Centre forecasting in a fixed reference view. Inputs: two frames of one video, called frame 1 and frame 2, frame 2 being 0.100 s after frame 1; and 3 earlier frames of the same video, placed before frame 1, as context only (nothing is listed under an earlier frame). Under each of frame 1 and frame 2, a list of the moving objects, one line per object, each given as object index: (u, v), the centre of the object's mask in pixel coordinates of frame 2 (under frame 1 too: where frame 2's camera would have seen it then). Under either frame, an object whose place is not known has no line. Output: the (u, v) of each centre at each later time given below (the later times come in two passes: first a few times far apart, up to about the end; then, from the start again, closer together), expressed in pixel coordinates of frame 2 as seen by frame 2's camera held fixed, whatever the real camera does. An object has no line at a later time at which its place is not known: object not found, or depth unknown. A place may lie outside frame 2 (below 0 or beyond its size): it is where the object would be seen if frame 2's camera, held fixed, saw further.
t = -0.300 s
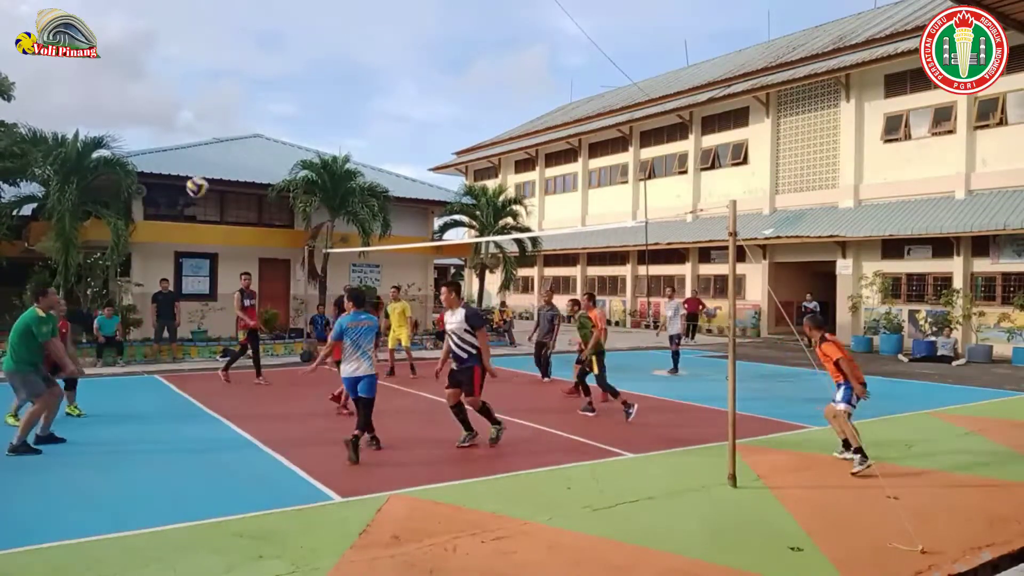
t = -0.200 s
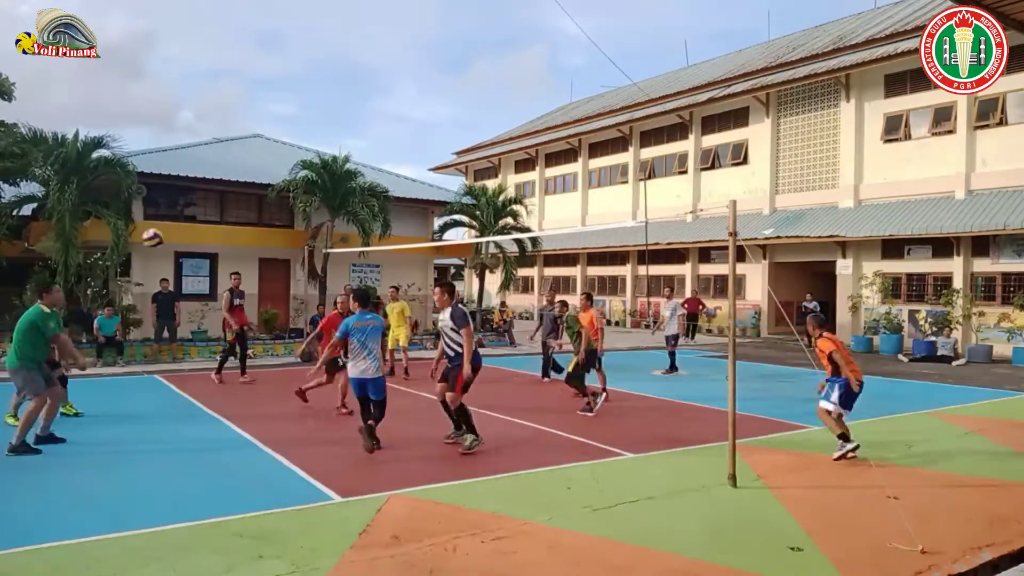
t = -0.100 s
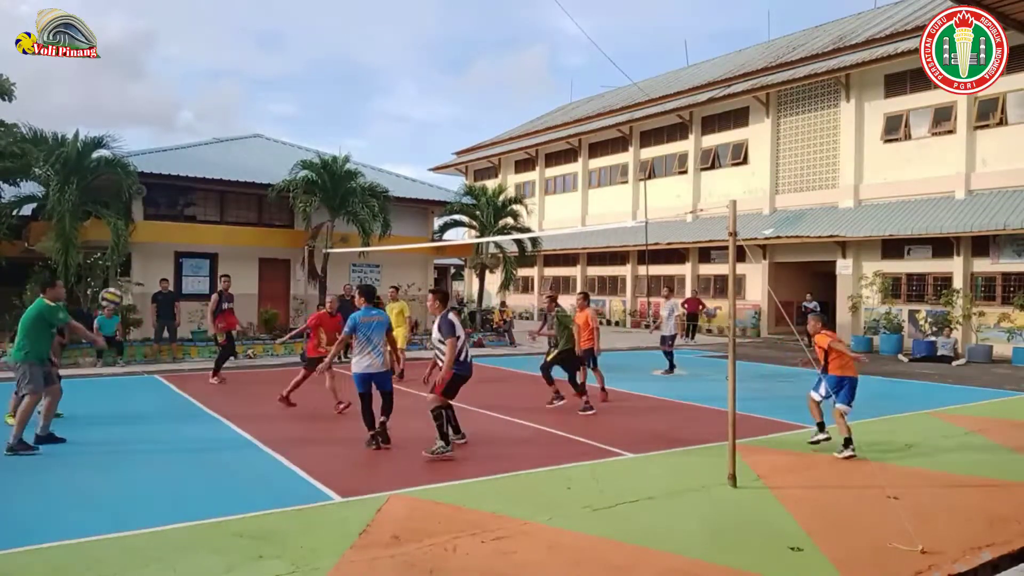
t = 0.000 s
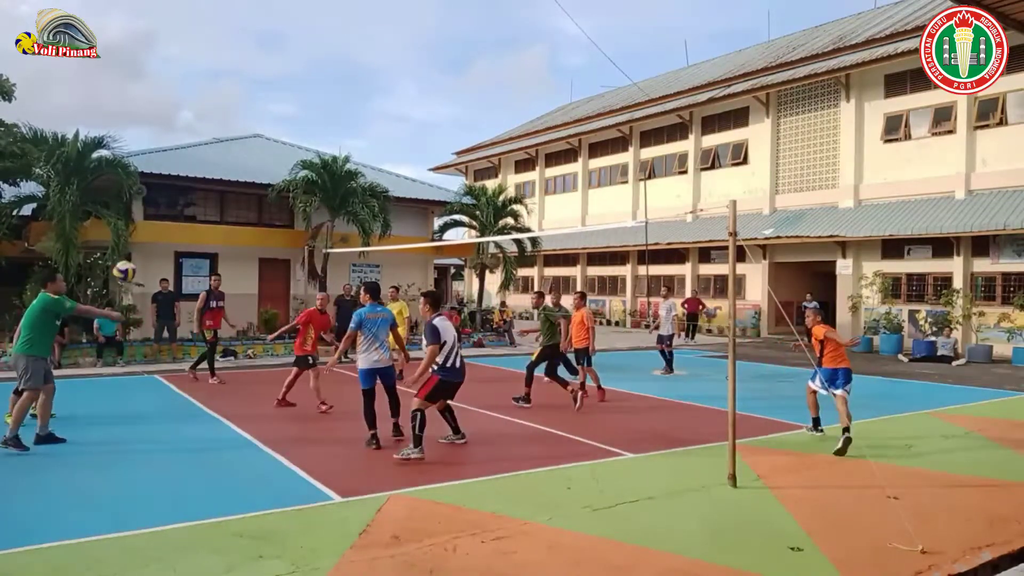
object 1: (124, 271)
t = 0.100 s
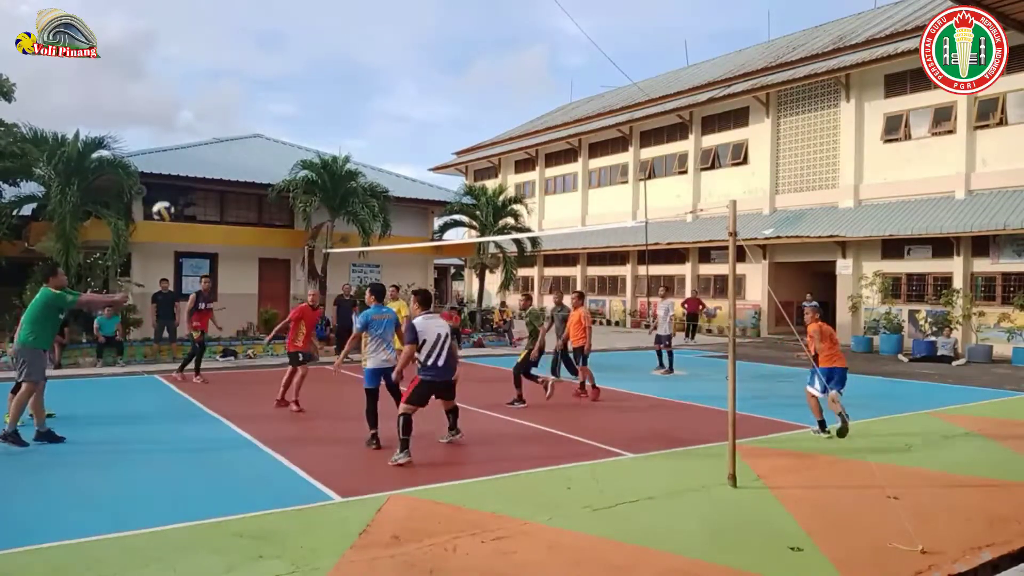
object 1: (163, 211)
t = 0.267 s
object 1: (223, 138)
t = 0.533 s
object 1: (309, 84)
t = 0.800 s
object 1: (384, 94)
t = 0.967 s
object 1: (425, 128)
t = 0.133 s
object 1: (175, 194)
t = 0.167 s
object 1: (187, 179)
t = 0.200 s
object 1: (199, 164)
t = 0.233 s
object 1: (211, 150)
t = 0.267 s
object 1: (223, 138)
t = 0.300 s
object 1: (234, 128)
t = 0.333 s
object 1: (246, 119)
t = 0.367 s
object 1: (257, 110)
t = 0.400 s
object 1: (267, 102)
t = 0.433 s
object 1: (278, 96)
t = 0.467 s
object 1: (288, 92)
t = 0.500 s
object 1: (299, 87)
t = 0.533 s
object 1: (309, 84)
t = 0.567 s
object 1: (318, 82)
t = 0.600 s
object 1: (328, 81)
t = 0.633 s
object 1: (338, 81)
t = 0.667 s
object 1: (348, 82)
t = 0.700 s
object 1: (357, 84)
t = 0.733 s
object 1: (366, 86)
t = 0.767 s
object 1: (375, 90)
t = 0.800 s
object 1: (384, 94)
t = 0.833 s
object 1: (392, 99)
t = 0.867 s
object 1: (400, 105)
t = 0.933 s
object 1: (417, 120)
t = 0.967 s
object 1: (425, 128)
